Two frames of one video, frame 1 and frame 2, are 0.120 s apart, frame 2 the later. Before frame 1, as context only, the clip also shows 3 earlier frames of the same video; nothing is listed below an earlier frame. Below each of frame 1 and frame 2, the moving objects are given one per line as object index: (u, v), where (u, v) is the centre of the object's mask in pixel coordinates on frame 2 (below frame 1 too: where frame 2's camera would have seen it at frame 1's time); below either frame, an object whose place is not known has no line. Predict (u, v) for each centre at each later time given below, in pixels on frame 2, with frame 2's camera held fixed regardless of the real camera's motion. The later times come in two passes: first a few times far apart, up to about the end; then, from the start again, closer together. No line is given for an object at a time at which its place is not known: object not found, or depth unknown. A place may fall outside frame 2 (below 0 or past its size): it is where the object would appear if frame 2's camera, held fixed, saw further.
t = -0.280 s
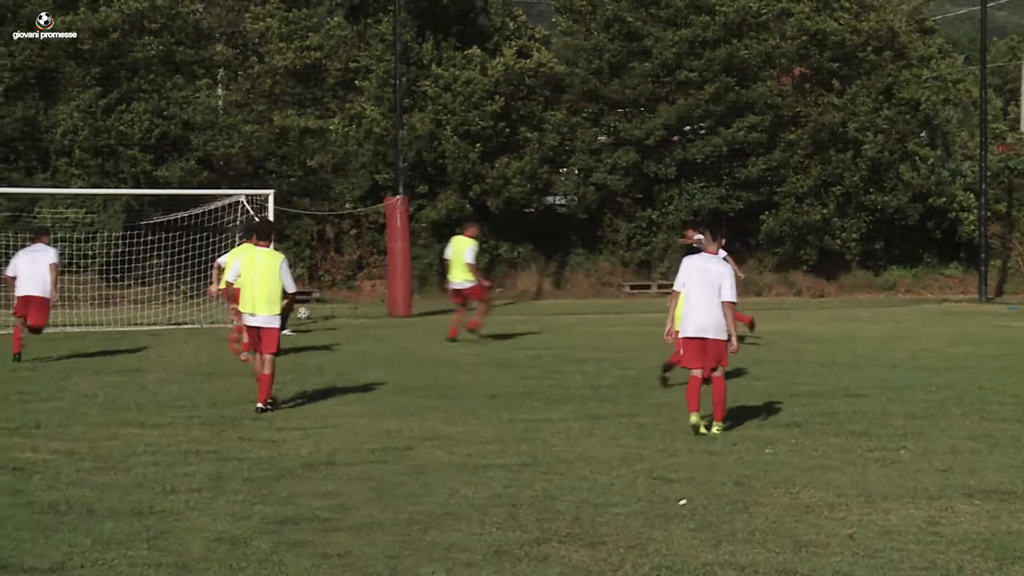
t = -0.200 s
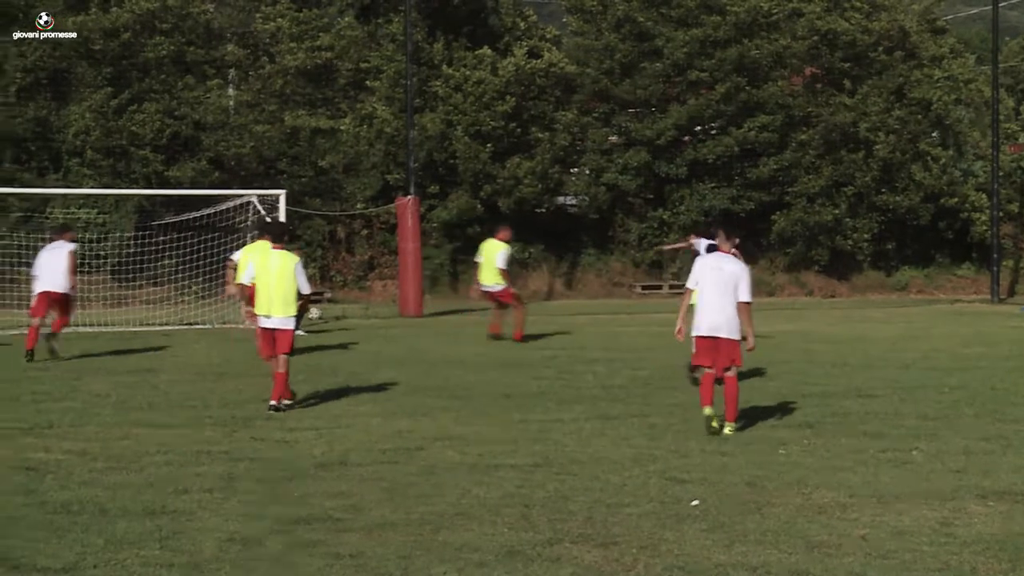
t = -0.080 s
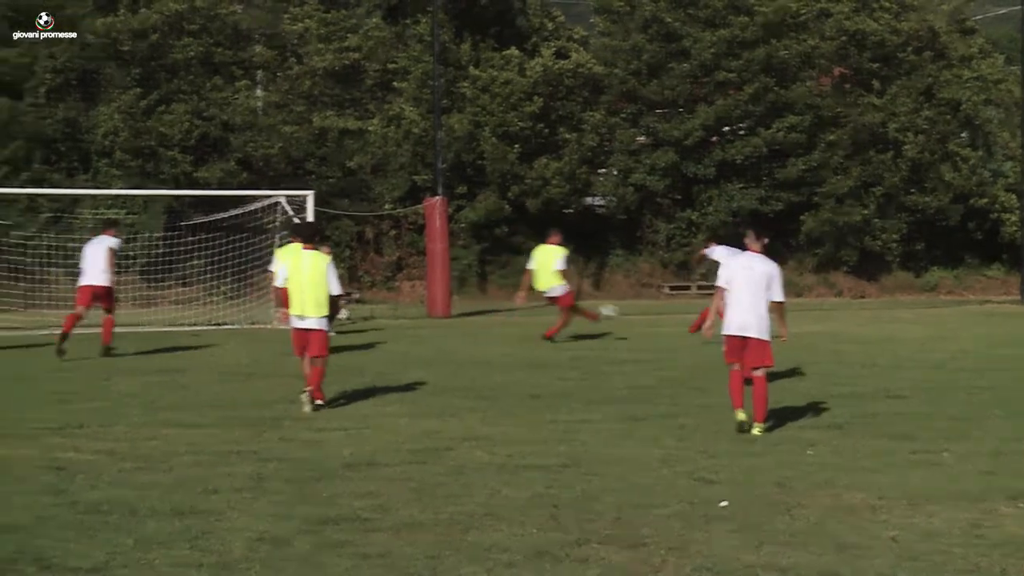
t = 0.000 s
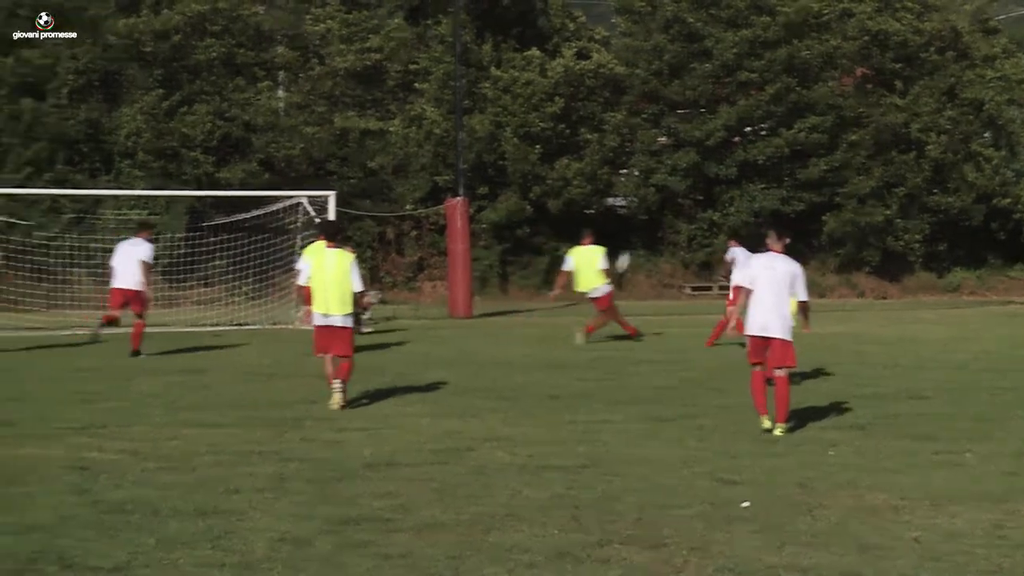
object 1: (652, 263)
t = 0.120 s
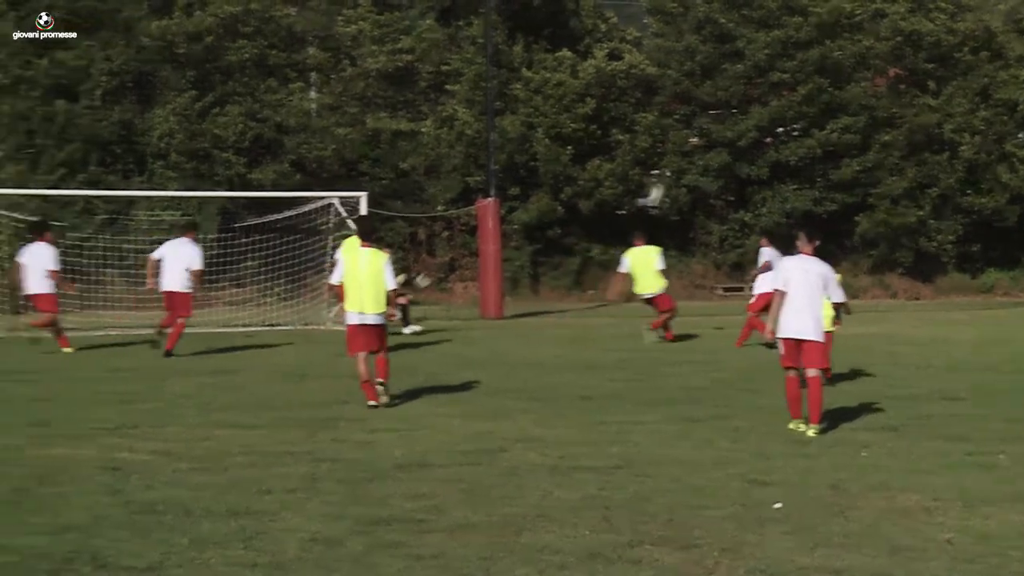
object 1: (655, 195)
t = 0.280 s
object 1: (656, 123)
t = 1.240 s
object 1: (643, 104)
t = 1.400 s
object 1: (642, 155)
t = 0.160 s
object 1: (656, 174)
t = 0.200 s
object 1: (656, 156)
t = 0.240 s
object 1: (656, 138)
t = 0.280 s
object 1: (656, 123)
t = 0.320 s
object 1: (656, 109)
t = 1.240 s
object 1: (643, 104)
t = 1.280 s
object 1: (642, 116)
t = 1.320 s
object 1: (642, 128)
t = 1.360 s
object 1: (642, 141)
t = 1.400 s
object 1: (642, 155)
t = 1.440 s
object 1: (641, 171)
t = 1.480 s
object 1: (641, 185)
